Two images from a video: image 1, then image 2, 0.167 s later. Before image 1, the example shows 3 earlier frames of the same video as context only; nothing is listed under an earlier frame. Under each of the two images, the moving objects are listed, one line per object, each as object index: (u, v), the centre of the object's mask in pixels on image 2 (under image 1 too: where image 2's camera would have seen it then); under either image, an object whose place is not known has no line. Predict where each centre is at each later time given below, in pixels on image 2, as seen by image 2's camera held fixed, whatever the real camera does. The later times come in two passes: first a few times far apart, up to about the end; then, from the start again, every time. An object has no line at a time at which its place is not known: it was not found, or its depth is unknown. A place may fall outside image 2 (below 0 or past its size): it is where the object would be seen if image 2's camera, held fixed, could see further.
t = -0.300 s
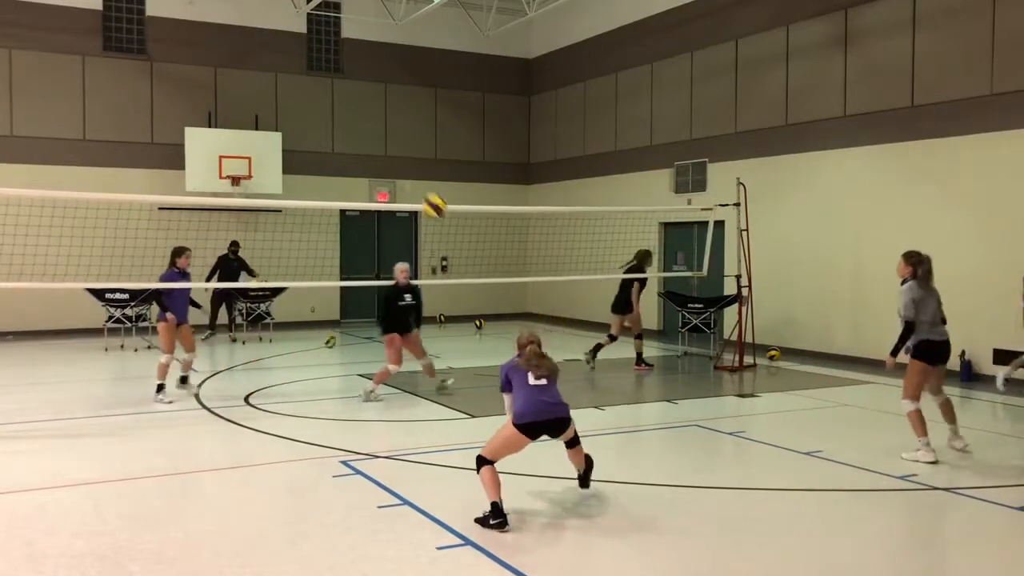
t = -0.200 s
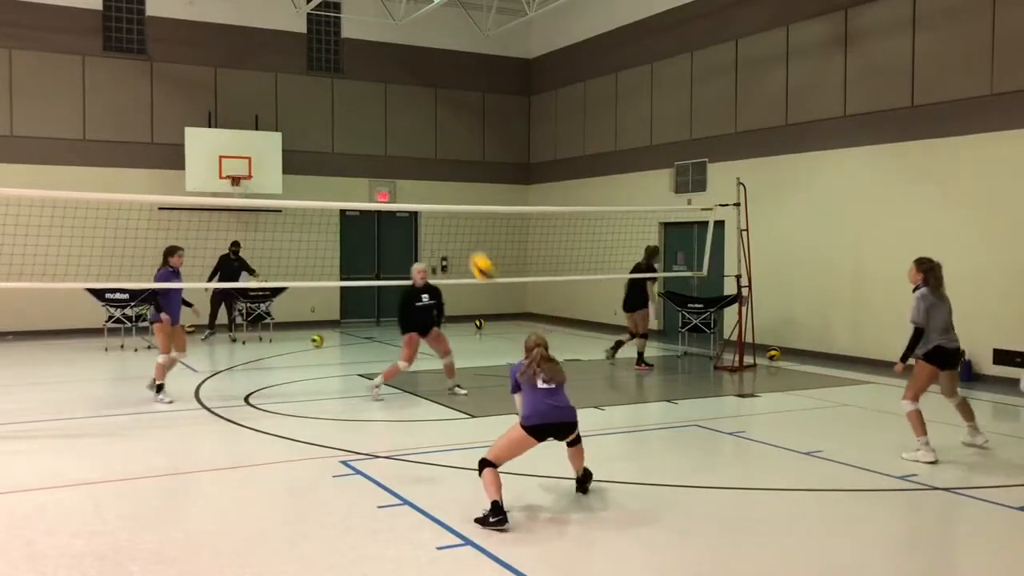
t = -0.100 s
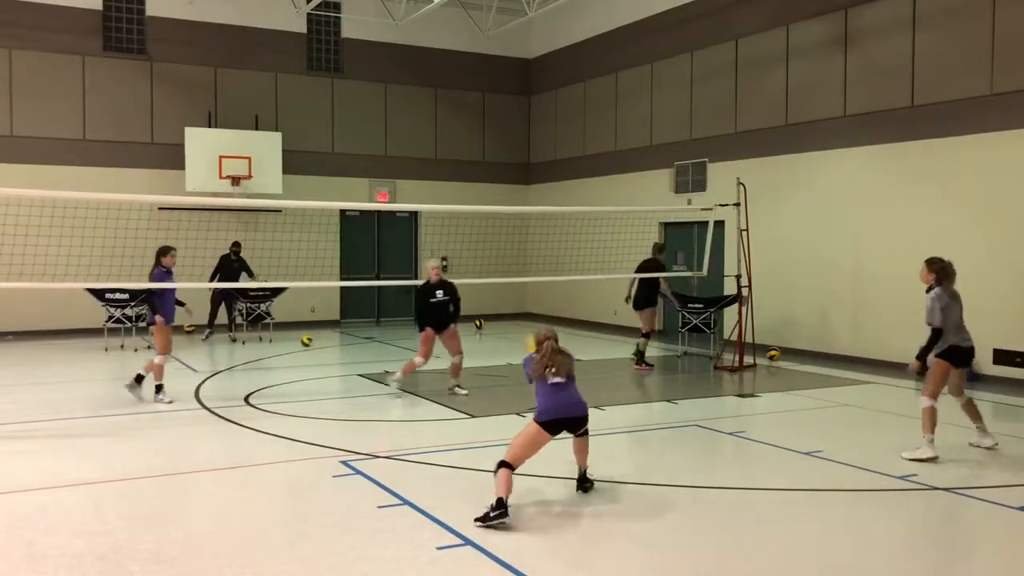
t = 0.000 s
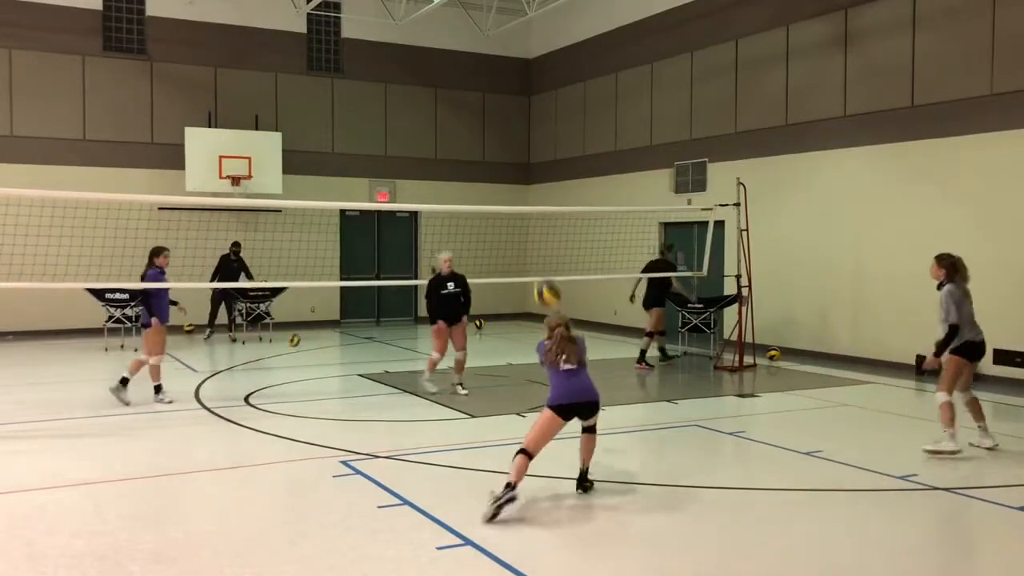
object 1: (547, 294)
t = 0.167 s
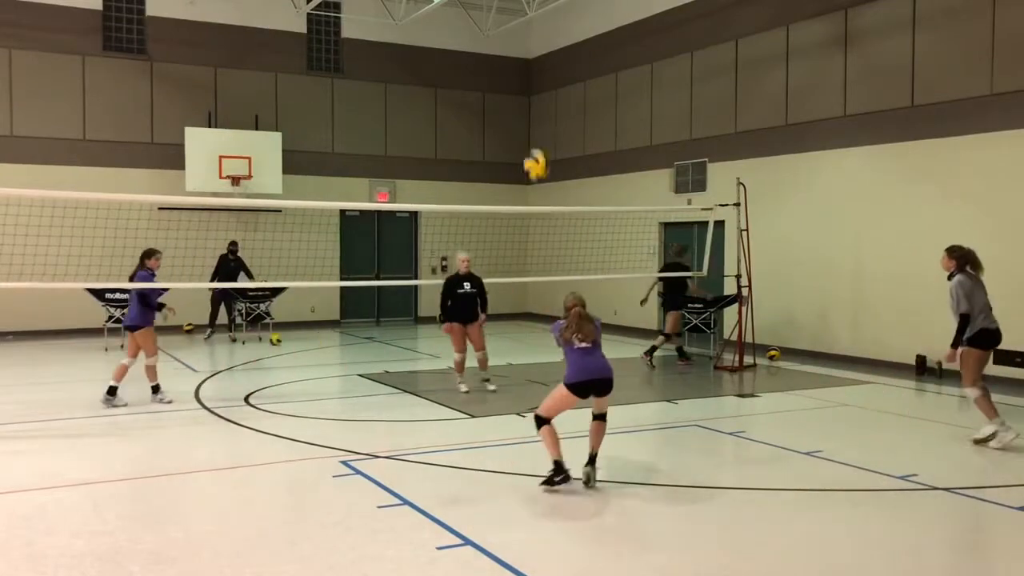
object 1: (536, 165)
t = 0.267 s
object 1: (530, 112)
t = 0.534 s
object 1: (516, 36)
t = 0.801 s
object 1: (504, 40)
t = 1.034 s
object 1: (494, 96)
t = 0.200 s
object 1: (533, 146)
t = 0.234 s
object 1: (532, 128)
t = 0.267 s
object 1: (530, 112)
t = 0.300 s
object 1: (527, 95)
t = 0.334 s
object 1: (526, 85)
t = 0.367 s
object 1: (525, 73)
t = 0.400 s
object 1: (524, 63)
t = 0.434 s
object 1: (522, 55)
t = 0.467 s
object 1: (520, 48)
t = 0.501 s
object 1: (518, 42)
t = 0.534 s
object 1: (516, 36)
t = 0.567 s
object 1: (515, 33)
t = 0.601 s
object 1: (513, 31)
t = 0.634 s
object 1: (512, 30)
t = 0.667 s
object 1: (510, 30)
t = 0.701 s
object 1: (509, 32)
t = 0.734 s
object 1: (507, 34)
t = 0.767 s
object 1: (505, 37)
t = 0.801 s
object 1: (504, 40)
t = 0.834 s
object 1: (503, 46)
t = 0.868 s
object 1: (501, 53)
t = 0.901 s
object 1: (499, 60)
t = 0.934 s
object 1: (498, 67)
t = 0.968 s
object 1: (497, 76)
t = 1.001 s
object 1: (495, 85)
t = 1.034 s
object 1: (494, 96)
